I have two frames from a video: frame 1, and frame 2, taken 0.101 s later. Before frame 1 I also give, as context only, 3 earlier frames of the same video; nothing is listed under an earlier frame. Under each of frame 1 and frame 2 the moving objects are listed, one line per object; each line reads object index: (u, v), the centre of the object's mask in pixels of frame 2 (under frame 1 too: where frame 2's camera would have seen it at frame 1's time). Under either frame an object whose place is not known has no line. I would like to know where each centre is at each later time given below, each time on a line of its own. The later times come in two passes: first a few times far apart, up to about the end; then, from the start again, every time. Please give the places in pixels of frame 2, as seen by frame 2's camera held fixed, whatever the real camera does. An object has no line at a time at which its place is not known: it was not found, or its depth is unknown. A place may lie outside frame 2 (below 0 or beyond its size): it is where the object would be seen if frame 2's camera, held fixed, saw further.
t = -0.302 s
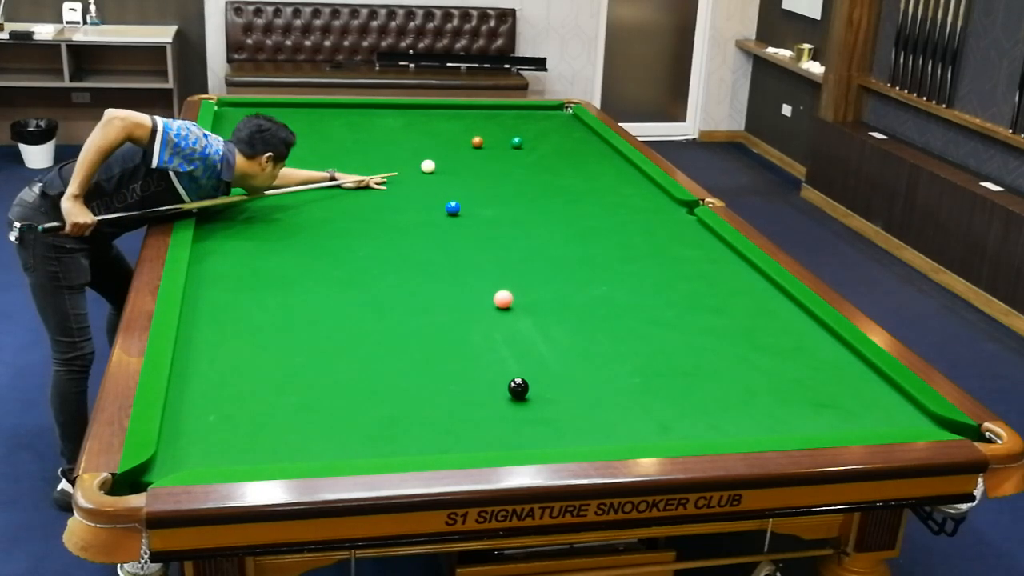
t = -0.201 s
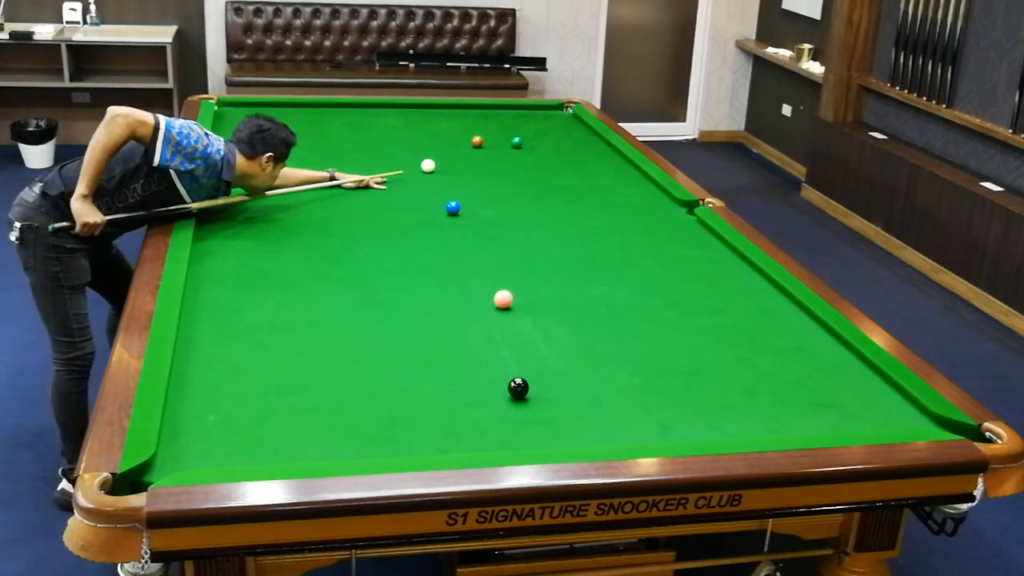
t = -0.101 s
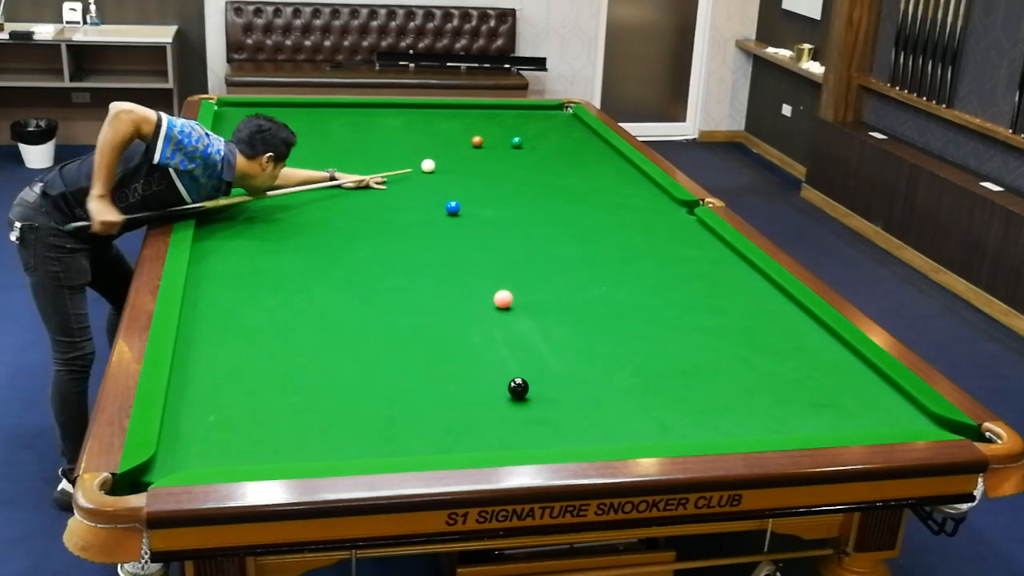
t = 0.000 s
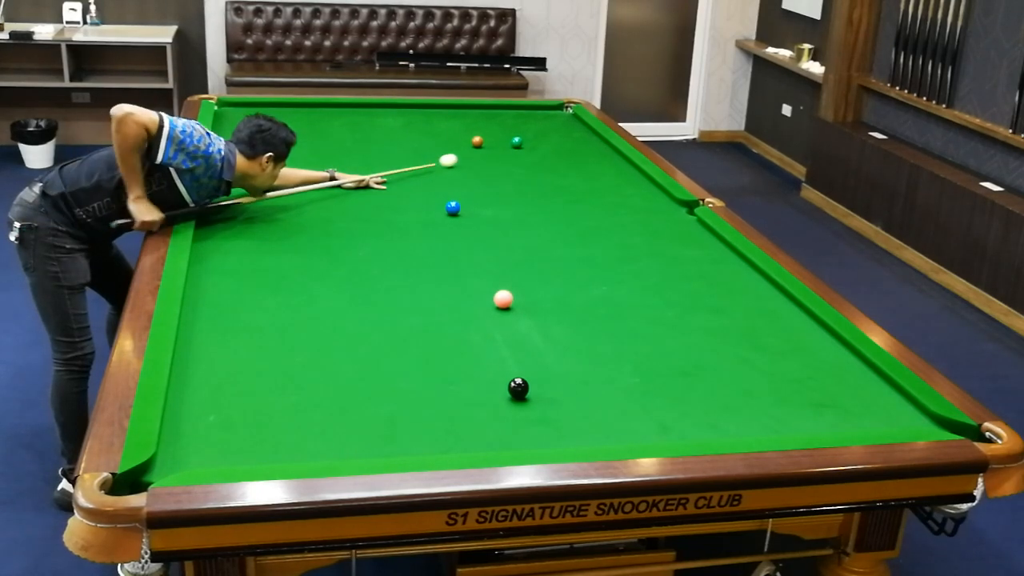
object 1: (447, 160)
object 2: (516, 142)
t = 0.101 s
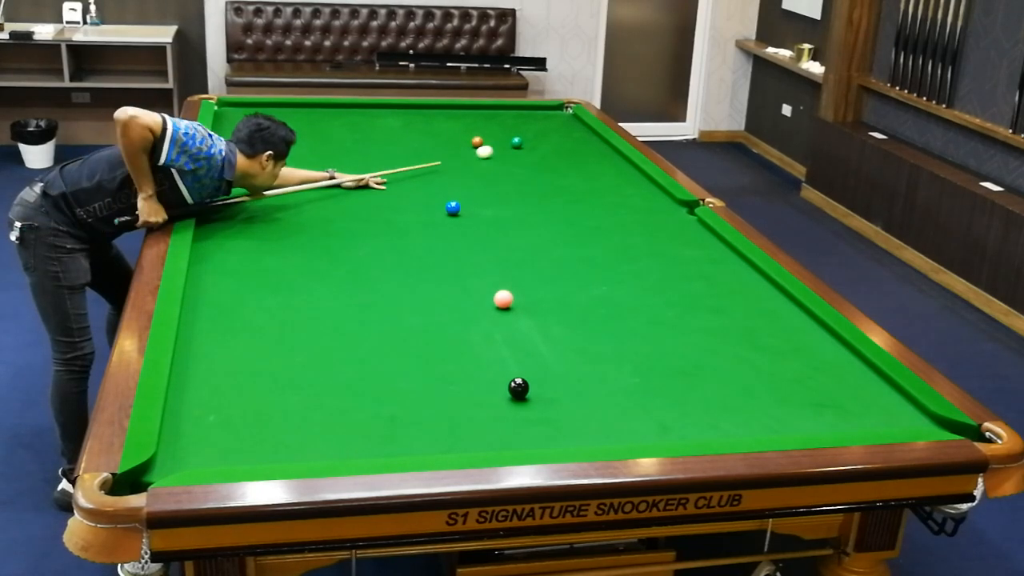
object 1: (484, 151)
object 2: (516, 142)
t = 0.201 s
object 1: (514, 144)
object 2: (519, 138)
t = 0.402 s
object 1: (541, 146)
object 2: (539, 128)
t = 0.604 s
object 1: (566, 147)
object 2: (554, 118)
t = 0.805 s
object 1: (591, 149)
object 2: (566, 110)
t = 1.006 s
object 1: (614, 151)
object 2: (558, 109)
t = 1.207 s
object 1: (601, 152)
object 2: (564, 113)
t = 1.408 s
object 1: (589, 153)
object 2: (568, 117)
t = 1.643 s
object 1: (576, 155)
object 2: (575, 123)
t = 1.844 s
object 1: (565, 156)
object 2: (581, 128)
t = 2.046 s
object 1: (555, 158)
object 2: (586, 132)
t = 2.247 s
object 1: (545, 160)
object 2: (591, 137)
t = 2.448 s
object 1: (535, 161)
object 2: (596, 142)
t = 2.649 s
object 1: (527, 162)
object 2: (602, 146)
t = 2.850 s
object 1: (518, 162)
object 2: (607, 150)
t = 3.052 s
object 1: (510, 164)
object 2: (611, 155)
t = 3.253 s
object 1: (503, 165)
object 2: (616, 159)
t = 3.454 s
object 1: (497, 165)
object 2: (621, 163)
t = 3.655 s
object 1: (491, 166)
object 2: (626, 167)
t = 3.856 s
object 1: (485, 167)
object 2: (630, 171)
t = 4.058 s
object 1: (481, 167)
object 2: (635, 175)
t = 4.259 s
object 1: (477, 168)
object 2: (639, 178)
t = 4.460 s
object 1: (473, 168)
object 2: (643, 182)
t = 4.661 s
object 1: (470, 169)
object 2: (647, 185)
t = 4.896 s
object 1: (468, 169)
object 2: (652, 189)
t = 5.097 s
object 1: (466, 169)
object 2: (655, 192)
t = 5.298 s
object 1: (465, 169)
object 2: (658, 195)
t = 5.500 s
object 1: (466, 169)
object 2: (661, 197)
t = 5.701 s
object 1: (465, 169)
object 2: (663, 199)
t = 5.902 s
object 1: (465, 169)
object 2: (665, 202)
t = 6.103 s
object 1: (465, 169)
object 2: (667, 204)
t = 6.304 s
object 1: (465, 169)
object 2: (669, 205)
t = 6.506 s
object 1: (465, 169)
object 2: (671, 206)
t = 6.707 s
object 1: (465, 169)
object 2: (671, 207)
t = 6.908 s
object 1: (465, 169)
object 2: (672, 208)
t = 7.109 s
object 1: (465, 169)
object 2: (673, 208)
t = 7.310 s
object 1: (465, 169)
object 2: (674, 209)
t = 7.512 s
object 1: (465, 169)
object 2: (674, 209)
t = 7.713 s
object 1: (465, 169)
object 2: (674, 209)
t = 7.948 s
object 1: (465, 169)
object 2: (674, 209)
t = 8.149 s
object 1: (465, 169)
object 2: (674, 209)
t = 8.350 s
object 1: (465, 169)
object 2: (673, 209)
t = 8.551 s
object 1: (465, 169)
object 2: (674, 209)
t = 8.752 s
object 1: (465, 168)
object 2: (673, 209)
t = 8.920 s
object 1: (465, 169)
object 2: (673, 209)
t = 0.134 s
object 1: (495, 148)
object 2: (516, 141)
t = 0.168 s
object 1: (505, 146)
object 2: (517, 142)
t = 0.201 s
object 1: (514, 144)
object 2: (519, 138)
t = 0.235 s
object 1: (519, 145)
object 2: (521, 136)
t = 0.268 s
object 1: (523, 145)
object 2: (525, 135)
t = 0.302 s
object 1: (528, 146)
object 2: (529, 134)
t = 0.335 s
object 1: (532, 146)
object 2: (532, 132)
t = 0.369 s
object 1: (537, 146)
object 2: (536, 130)
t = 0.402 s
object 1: (541, 146)
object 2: (539, 128)
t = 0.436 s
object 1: (545, 146)
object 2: (542, 126)
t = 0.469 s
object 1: (549, 147)
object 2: (544, 125)
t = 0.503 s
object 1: (554, 147)
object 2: (546, 123)
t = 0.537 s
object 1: (558, 147)
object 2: (549, 121)
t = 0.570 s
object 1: (562, 147)
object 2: (551, 120)
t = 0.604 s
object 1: (566, 147)
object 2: (554, 118)
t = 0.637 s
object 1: (570, 148)
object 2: (556, 117)
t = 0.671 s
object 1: (575, 149)
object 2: (558, 116)
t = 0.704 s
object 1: (579, 149)
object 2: (560, 115)
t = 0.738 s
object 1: (583, 149)
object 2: (562, 113)
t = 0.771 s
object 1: (587, 149)
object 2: (564, 112)
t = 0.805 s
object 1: (591, 149)
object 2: (566, 110)
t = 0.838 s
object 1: (595, 150)
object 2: (564, 109)
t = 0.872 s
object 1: (599, 150)
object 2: (561, 109)
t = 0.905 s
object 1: (603, 150)
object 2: (558, 107)
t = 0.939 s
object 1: (607, 150)
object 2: (558, 107)
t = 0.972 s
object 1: (611, 151)
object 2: (558, 108)
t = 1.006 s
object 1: (614, 151)
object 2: (558, 109)
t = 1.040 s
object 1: (612, 150)
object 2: (560, 109)
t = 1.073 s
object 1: (609, 151)
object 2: (560, 110)
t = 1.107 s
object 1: (607, 151)
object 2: (561, 111)
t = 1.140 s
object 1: (605, 151)
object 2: (562, 112)
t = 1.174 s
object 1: (603, 151)
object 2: (563, 112)
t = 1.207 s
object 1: (601, 152)
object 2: (564, 113)
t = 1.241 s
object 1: (599, 152)
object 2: (565, 114)
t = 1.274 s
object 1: (597, 152)
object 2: (565, 114)
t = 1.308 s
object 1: (595, 152)
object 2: (566, 115)
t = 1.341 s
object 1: (593, 153)
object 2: (567, 116)
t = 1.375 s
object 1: (591, 153)
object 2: (568, 117)
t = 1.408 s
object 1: (589, 153)
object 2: (568, 117)
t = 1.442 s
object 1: (587, 153)
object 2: (570, 118)
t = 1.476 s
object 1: (585, 154)
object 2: (571, 119)
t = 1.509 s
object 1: (583, 154)
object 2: (572, 120)
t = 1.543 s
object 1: (581, 154)
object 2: (573, 121)
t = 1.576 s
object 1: (580, 154)
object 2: (573, 121)
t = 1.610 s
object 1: (577, 155)
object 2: (574, 122)
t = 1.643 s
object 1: (576, 155)
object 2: (575, 123)
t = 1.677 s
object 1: (574, 155)
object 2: (576, 124)
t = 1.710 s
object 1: (572, 155)
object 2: (577, 125)
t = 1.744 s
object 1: (570, 156)
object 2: (578, 125)
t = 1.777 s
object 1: (569, 156)
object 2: (579, 126)
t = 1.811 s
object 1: (567, 156)
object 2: (580, 127)
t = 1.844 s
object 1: (565, 156)
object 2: (581, 128)
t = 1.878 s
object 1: (563, 157)
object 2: (581, 128)
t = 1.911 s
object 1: (561, 157)
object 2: (582, 129)
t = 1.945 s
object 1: (560, 157)
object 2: (583, 130)
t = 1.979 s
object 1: (558, 157)
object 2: (584, 131)
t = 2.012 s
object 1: (556, 157)
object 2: (585, 132)
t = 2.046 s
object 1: (555, 158)
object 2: (586, 132)
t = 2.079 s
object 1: (553, 158)
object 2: (587, 134)
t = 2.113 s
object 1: (551, 159)
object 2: (588, 134)
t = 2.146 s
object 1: (549, 159)
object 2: (589, 135)
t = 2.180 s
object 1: (548, 159)
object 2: (590, 136)
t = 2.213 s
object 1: (546, 159)
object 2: (590, 137)
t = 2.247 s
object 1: (545, 160)
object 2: (591, 137)
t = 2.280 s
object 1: (543, 160)
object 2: (592, 138)
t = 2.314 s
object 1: (541, 160)
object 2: (593, 139)
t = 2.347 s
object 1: (540, 160)
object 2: (594, 139)
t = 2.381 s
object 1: (539, 160)
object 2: (594, 140)
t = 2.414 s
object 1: (537, 160)
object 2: (595, 141)
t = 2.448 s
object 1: (535, 161)
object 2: (596, 142)
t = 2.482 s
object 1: (534, 161)
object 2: (597, 143)
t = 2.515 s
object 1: (532, 161)
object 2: (598, 143)
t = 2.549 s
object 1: (531, 161)
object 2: (599, 144)
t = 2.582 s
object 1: (529, 161)
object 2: (600, 145)
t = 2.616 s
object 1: (528, 161)
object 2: (601, 146)
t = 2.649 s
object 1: (527, 162)
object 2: (602, 146)
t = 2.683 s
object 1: (525, 161)
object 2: (602, 146)
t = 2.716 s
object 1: (524, 162)
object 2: (603, 147)
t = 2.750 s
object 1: (522, 162)
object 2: (604, 148)
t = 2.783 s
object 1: (521, 162)
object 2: (605, 148)
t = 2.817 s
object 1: (519, 162)
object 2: (606, 149)
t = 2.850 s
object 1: (518, 162)
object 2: (607, 150)
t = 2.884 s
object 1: (517, 163)
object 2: (607, 151)
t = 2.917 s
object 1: (516, 163)
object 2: (608, 151)
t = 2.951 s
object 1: (514, 163)
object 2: (609, 152)
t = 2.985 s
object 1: (513, 163)
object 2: (610, 153)
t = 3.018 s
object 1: (511, 163)
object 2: (610, 154)
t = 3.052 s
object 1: (510, 164)
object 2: (611, 155)
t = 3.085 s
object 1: (509, 164)
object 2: (612, 156)
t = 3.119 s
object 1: (508, 164)
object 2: (613, 156)
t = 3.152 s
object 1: (507, 164)
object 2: (614, 157)
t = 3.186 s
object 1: (506, 164)
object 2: (615, 158)
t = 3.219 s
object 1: (504, 164)
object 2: (615, 159)
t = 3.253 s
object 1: (503, 165)
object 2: (616, 159)
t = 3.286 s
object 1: (502, 165)
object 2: (617, 160)
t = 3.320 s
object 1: (501, 165)
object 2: (618, 161)
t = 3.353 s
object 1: (500, 165)
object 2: (619, 161)
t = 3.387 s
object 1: (499, 165)
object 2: (620, 162)
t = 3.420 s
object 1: (498, 165)
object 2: (620, 163)
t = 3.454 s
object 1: (497, 165)
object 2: (621, 163)
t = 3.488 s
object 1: (496, 166)
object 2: (622, 164)
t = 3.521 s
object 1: (495, 165)
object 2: (623, 164)
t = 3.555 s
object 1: (494, 166)
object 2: (624, 165)
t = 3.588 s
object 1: (493, 166)
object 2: (624, 166)
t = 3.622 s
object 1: (492, 166)
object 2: (625, 166)
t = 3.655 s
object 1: (491, 166)
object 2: (626, 167)
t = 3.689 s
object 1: (490, 166)
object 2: (626, 168)
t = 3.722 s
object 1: (489, 166)
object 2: (627, 168)
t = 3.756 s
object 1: (488, 166)
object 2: (628, 169)
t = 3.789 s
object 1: (487, 166)
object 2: (628, 169)
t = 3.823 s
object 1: (486, 167)
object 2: (629, 170)
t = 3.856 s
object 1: (485, 167)
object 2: (630, 171)
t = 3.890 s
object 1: (485, 167)
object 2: (631, 172)
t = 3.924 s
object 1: (484, 167)
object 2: (632, 172)
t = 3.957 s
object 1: (483, 167)
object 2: (633, 173)
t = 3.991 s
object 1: (482, 167)
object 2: (633, 173)
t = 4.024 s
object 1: (481, 167)
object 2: (634, 174)
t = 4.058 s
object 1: (481, 167)
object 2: (635, 175)
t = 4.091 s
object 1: (480, 168)
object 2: (636, 176)
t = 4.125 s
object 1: (480, 168)
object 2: (636, 176)
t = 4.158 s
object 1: (479, 168)
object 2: (637, 177)
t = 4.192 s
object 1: (478, 168)
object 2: (638, 177)
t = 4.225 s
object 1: (477, 168)
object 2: (639, 178)
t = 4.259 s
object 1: (477, 168)
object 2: (639, 178)
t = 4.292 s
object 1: (477, 168)
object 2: (640, 179)
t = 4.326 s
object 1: (476, 168)
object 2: (641, 180)
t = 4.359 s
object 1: (475, 168)
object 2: (641, 180)
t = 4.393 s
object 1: (474, 168)
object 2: (642, 181)
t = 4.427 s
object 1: (474, 168)
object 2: (643, 181)
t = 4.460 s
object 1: (473, 168)
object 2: (643, 182)
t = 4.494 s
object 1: (473, 168)
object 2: (644, 183)
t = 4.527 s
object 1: (472, 169)
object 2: (644, 183)
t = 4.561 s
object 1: (472, 169)
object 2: (645, 184)
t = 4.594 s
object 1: (471, 169)
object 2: (646, 185)
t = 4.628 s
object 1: (471, 169)
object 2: (647, 185)
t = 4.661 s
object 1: (470, 169)
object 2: (647, 185)
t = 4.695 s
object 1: (470, 169)
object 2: (648, 186)
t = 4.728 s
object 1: (470, 169)
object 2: (648, 187)
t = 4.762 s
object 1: (469, 169)
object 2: (649, 187)
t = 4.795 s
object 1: (469, 169)
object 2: (650, 187)
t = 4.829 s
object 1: (469, 169)
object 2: (651, 188)
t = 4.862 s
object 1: (468, 169)
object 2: (651, 188)
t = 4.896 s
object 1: (468, 169)
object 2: (652, 189)
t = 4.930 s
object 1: (468, 169)
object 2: (652, 189)
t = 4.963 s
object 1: (467, 168)
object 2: (653, 190)
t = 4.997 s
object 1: (467, 169)
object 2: (654, 191)
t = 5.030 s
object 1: (467, 169)
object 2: (654, 191)
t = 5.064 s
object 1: (466, 169)
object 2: (654, 191)
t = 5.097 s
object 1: (466, 169)
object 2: (655, 192)
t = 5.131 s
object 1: (466, 169)
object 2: (656, 192)
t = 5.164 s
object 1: (466, 169)
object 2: (656, 193)
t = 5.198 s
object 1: (466, 169)
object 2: (657, 193)
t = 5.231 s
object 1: (466, 169)
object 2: (657, 194)
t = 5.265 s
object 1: (466, 169)
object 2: (657, 194)
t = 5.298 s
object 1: (465, 169)
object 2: (658, 195)
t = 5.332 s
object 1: (465, 169)
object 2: (658, 195)
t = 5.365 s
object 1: (465, 169)
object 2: (659, 196)
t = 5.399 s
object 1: (465, 169)
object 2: (659, 196)
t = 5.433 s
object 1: (466, 169)
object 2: (660, 196)
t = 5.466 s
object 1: (466, 169)
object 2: (660, 197)
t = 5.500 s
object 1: (466, 169)
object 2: (661, 197)
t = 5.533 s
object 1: (465, 169)
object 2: (661, 198)
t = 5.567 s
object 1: (466, 169)
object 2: (662, 198)
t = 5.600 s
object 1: (465, 169)
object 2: (662, 198)
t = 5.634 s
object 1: (465, 169)
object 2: (662, 199)
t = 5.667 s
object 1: (465, 169)
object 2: (663, 199)
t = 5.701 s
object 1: (465, 169)
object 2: (663, 199)
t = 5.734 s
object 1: (465, 169)
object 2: (663, 200)
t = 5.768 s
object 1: (465, 169)
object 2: (664, 200)
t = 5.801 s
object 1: (465, 169)
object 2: (664, 201)
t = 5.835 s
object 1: (465, 169)
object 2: (664, 201)
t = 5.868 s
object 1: (465, 169)
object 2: (665, 202)
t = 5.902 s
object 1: (465, 169)
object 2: (665, 202)
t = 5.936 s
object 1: (465, 169)
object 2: (665, 202)
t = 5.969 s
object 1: (465, 169)
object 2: (666, 203)
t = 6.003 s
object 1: (465, 169)
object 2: (666, 203)
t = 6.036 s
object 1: (465, 169)
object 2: (666, 203)
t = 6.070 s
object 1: (465, 169)
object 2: (666, 203)
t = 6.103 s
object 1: (465, 169)
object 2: (667, 204)
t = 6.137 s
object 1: (465, 169)
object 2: (667, 204)
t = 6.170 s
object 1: (465, 169)
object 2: (667, 204)
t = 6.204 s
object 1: (465, 169)
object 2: (668, 204)
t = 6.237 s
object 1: (465, 169)
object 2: (668, 205)
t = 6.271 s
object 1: (465, 169)
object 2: (669, 205)
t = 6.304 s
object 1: (465, 169)
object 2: (669, 205)
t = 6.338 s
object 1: (465, 169)
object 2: (669, 205)
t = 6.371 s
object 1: (465, 169)
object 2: (669, 205)
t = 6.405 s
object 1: (465, 169)
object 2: (670, 206)
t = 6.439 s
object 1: (465, 169)
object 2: (670, 206)
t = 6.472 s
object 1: (465, 169)
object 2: (670, 206)
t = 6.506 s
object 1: (465, 169)
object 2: (671, 206)
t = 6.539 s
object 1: (465, 169)
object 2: (671, 206)
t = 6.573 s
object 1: (465, 169)
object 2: (671, 207)
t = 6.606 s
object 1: (465, 169)
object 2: (671, 207)
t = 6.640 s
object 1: (465, 169)
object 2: (671, 207)
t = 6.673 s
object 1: (465, 169)
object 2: (671, 207)
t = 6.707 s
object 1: (465, 169)
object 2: (671, 207)
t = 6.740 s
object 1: (465, 169)
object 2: (671, 207)
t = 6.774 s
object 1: (465, 169)
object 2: (672, 208)
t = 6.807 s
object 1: (465, 169)
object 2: (672, 208)
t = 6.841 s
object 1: (465, 169)
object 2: (672, 208)
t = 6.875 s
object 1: (465, 169)
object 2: (672, 208)
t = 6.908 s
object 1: (465, 169)
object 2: (672, 208)
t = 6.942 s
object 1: (465, 169)
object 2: (672, 208)
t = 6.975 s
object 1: (465, 169)
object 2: (672, 208)
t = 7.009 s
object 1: (465, 169)
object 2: (673, 208)
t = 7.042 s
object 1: (465, 169)
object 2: (673, 208)
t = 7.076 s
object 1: (465, 169)
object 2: (673, 208)
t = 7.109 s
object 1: (465, 169)
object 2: (673, 208)
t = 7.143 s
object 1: (465, 169)
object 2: (673, 208)
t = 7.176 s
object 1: (465, 169)
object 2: (673, 209)
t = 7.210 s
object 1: (465, 169)
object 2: (673, 209)
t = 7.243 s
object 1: (465, 169)
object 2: (673, 209)
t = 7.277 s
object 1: (465, 169)
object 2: (673, 209)
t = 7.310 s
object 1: (465, 169)
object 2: (674, 209)
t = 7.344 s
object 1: (465, 169)
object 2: (674, 209)
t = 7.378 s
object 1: (465, 169)
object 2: (674, 209)
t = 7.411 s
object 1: (465, 169)
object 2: (674, 209)
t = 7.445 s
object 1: (465, 169)
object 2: (674, 209)
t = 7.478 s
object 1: (465, 169)
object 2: (674, 209)
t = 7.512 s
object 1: (465, 169)
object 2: (674, 209)
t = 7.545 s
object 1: (465, 169)
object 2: (674, 209)
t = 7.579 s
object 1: (465, 169)
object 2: (674, 209)
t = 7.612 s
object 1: (465, 169)
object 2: (674, 209)
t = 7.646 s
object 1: (465, 169)
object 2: (674, 209)
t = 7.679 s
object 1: (465, 169)
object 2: (674, 209)
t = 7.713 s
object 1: (465, 169)
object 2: (674, 209)
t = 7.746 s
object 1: (465, 169)
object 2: (674, 209)
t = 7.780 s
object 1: (465, 169)
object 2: (674, 209)
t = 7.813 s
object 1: (465, 169)
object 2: (673, 209)
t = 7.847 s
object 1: (465, 169)
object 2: (673, 209)
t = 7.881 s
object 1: (465, 169)
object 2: (673, 209)
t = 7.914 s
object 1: (465, 169)
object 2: (674, 209)
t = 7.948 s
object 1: (465, 169)
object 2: (674, 209)
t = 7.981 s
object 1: (465, 169)
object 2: (674, 209)
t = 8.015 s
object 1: (465, 169)
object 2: (674, 209)
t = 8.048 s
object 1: (465, 169)
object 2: (674, 209)
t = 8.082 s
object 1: (465, 169)
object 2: (674, 209)
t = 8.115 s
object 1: (465, 169)
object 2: (673, 209)
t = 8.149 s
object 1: (465, 169)
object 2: (674, 209)
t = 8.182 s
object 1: (465, 169)
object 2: (674, 209)
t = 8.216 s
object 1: (465, 169)
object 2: (674, 209)
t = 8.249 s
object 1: (465, 169)
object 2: (674, 209)
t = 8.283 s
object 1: (465, 169)
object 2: (674, 209)
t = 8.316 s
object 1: (465, 169)
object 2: (673, 209)
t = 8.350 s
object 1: (465, 169)
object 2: (673, 209)
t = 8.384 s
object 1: (465, 169)
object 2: (673, 209)
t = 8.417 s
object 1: (465, 169)
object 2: (673, 209)
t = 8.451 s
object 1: (465, 169)
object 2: (673, 209)
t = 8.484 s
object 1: (465, 169)
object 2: (673, 209)
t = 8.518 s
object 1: (465, 169)
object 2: (673, 209)
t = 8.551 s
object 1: (465, 169)
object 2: (674, 209)
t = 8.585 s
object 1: (465, 169)
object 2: (674, 209)
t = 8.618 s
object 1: (465, 169)
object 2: (674, 209)
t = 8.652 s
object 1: (465, 169)
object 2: (673, 209)
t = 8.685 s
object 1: (465, 168)
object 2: (674, 209)
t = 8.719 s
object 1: (465, 168)
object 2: (673, 209)
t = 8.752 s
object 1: (465, 168)
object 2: (673, 209)
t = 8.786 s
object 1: (465, 168)
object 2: (673, 209)
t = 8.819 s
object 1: (465, 168)
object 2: (673, 209)
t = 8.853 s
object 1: (465, 169)
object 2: (673, 209)
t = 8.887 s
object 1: (465, 169)
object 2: (673, 209)
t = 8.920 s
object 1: (465, 169)
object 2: (673, 209)
